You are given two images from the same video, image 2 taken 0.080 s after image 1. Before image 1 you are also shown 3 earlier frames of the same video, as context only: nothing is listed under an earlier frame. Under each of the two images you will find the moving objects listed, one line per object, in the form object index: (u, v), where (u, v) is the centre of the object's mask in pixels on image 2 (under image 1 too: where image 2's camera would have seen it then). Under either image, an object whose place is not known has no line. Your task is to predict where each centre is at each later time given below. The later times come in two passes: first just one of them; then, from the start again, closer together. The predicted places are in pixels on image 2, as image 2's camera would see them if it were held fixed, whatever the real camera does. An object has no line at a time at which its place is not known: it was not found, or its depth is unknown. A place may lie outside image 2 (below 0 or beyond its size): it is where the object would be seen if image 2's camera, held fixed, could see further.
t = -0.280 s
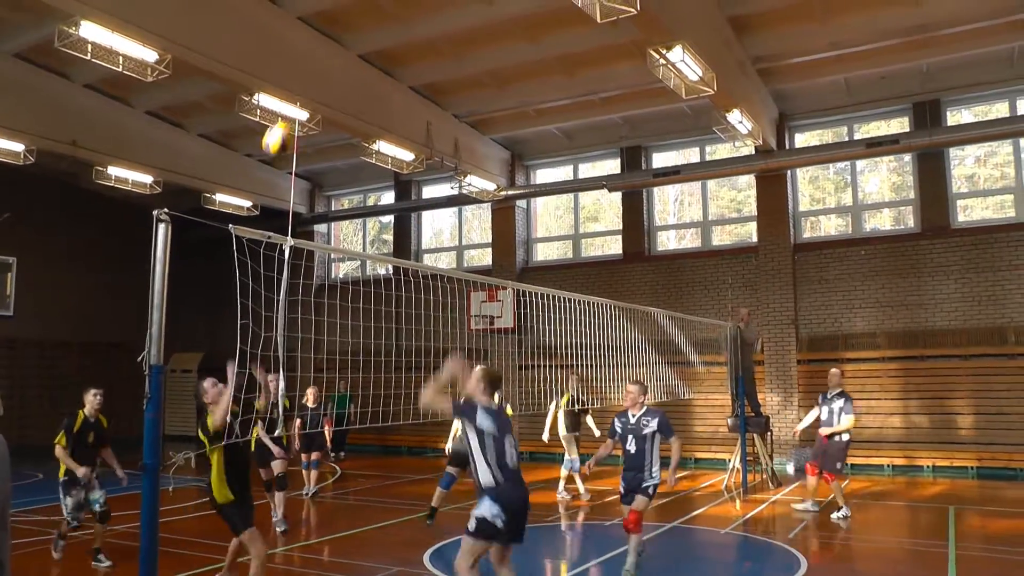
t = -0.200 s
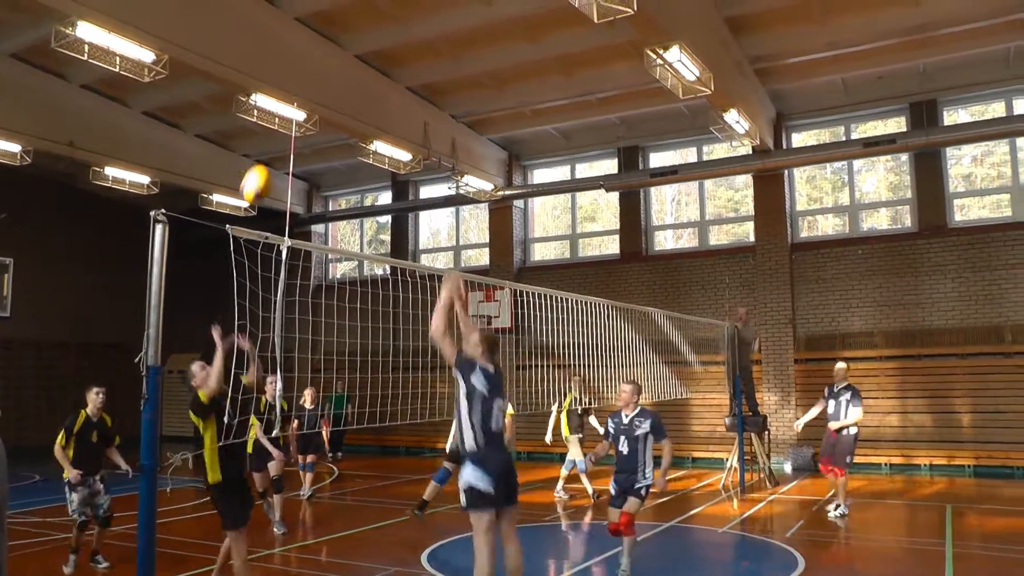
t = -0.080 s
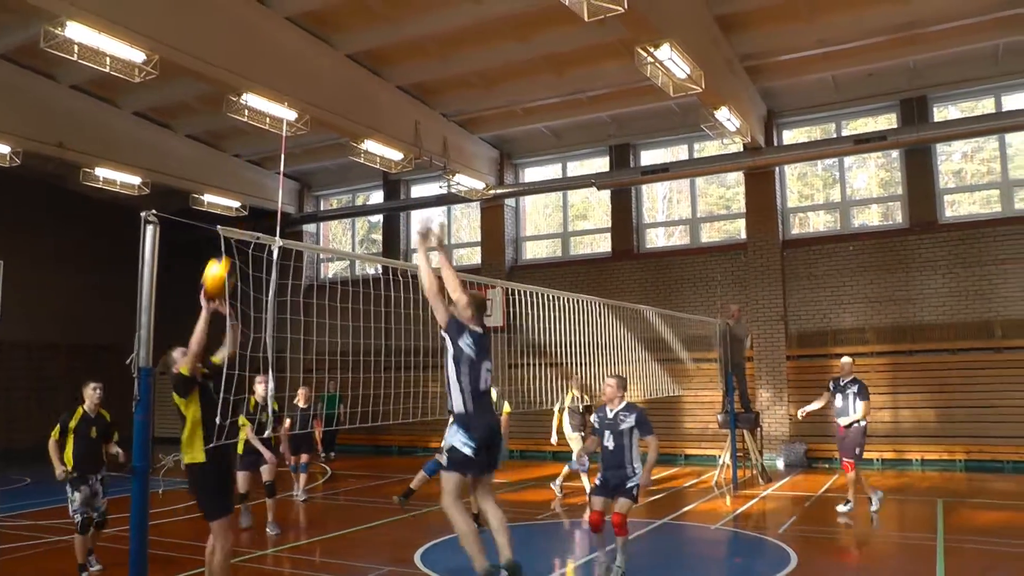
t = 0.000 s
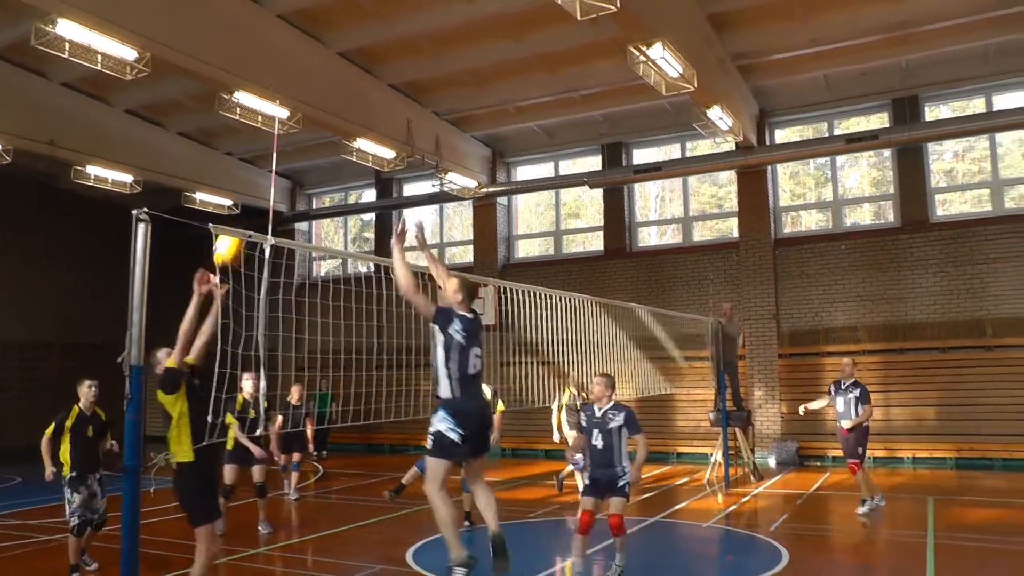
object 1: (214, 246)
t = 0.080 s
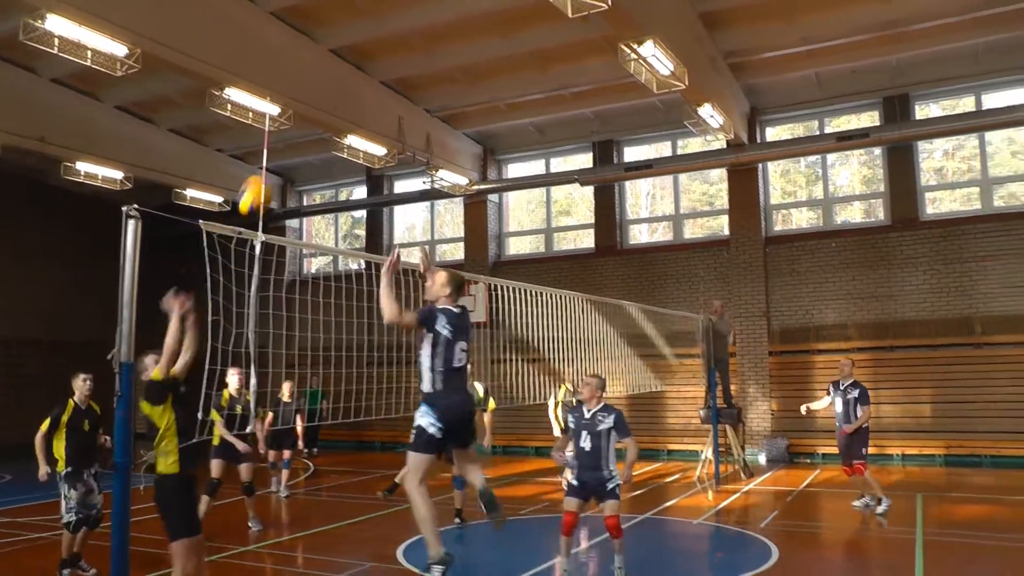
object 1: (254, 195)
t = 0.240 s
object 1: (328, 123)
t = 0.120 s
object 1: (274, 173)
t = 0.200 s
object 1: (309, 138)
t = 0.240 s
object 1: (328, 123)
